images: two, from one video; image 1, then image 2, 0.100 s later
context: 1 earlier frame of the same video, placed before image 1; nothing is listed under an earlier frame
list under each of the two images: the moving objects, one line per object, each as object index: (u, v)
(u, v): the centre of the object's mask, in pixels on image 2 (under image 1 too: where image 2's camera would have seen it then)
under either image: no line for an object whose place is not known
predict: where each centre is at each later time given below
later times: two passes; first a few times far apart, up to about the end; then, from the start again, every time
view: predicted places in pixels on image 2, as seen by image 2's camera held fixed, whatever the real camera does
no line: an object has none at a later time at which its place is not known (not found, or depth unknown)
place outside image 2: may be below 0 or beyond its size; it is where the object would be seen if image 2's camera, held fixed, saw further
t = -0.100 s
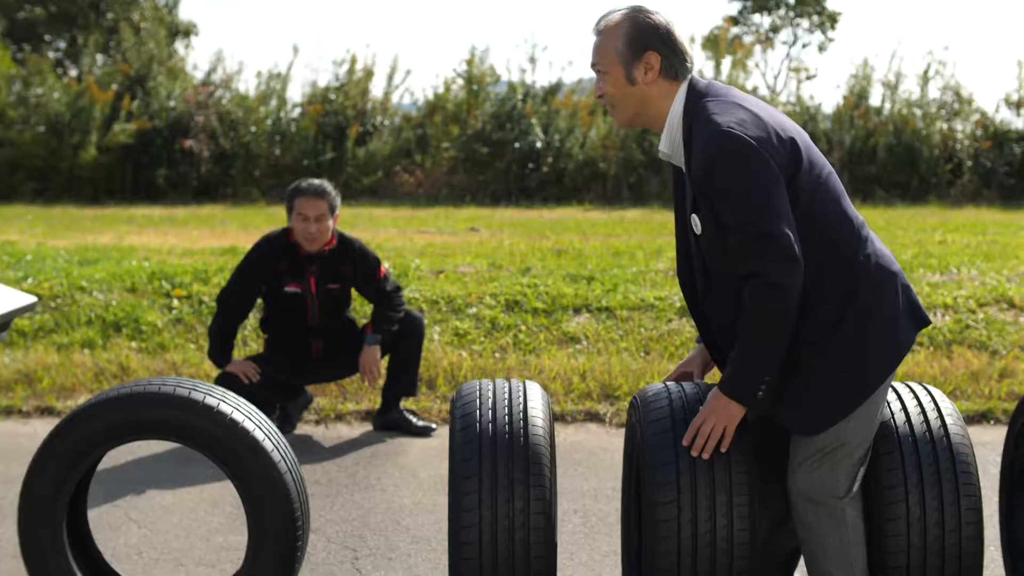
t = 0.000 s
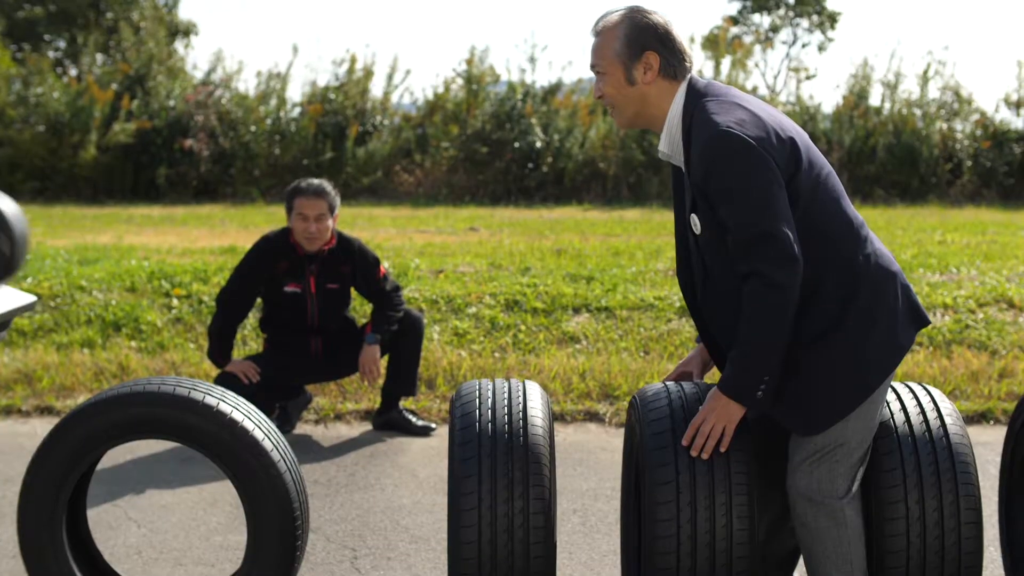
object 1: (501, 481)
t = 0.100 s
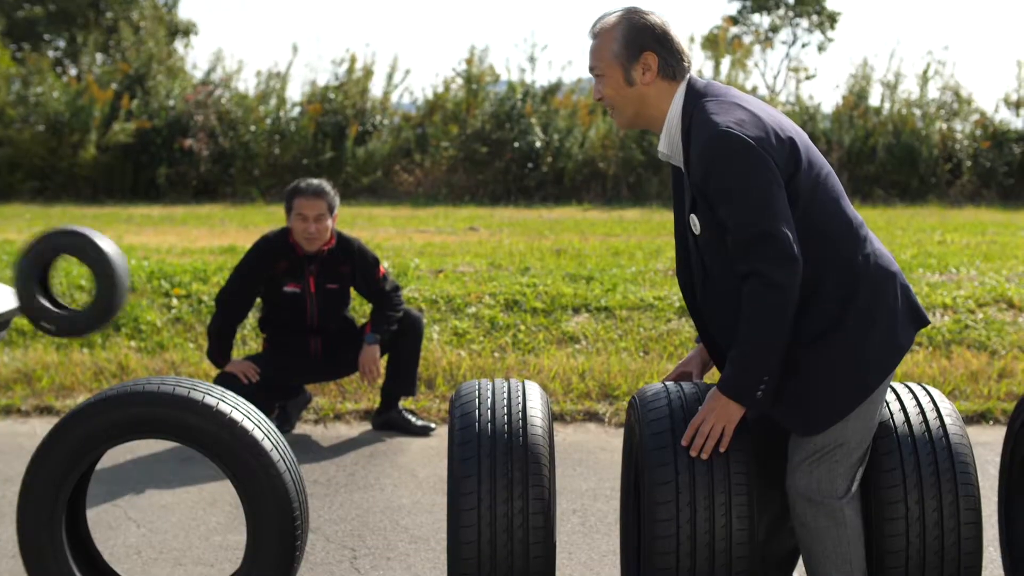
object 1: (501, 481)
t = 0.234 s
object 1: (501, 482)
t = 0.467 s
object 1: (501, 481)
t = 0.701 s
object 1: (511, 480)
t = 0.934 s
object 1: (516, 481)
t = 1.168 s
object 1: (520, 479)
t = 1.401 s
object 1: (505, 485)
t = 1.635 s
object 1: (491, 487)
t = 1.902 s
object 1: (489, 490)
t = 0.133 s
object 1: (501, 481)
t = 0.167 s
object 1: (501, 482)
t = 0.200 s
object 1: (501, 482)
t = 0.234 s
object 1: (501, 482)
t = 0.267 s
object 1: (501, 482)
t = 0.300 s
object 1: (501, 482)
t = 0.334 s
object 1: (501, 482)
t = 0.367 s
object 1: (501, 482)
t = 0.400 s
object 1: (501, 481)
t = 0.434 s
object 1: (501, 482)
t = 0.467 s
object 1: (501, 481)
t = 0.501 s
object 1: (501, 481)
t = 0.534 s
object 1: (502, 482)
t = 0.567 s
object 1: (504, 480)
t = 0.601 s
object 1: (506, 481)
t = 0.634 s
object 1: (508, 481)
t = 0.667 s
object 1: (509, 480)
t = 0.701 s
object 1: (511, 480)
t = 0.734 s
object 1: (512, 481)
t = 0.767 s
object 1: (513, 480)
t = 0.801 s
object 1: (514, 480)
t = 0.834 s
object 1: (514, 480)
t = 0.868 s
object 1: (515, 480)
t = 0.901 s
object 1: (516, 481)
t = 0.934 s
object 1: (516, 481)
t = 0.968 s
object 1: (517, 482)
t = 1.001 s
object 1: (517, 482)
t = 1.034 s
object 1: (517, 482)
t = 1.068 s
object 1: (516, 482)
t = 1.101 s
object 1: (517, 481)
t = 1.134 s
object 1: (517, 481)
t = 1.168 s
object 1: (520, 479)
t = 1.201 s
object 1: (522, 479)
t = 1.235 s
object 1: (512, 483)
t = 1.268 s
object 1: (511, 483)
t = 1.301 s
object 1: (510, 483)
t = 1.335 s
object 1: (508, 484)
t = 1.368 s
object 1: (507, 485)
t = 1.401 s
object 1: (505, 485)
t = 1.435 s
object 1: (503, 485)
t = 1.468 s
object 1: (501, 486)
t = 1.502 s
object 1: (498, 486)
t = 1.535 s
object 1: (496, 487)
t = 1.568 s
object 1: (494, 487)
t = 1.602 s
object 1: (492, 487)
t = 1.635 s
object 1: (491, 487)
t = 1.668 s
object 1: (489, 487)
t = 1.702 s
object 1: (488, 488)
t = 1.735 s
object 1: (488, 488)
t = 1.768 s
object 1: (487, 489)
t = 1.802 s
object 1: (487, 489)
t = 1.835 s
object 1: (488, 490)
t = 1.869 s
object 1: (488, 490)
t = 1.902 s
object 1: (489, 490)
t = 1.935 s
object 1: (490, 490)
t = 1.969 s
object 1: (491, 490)
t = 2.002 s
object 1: (492, 491)
